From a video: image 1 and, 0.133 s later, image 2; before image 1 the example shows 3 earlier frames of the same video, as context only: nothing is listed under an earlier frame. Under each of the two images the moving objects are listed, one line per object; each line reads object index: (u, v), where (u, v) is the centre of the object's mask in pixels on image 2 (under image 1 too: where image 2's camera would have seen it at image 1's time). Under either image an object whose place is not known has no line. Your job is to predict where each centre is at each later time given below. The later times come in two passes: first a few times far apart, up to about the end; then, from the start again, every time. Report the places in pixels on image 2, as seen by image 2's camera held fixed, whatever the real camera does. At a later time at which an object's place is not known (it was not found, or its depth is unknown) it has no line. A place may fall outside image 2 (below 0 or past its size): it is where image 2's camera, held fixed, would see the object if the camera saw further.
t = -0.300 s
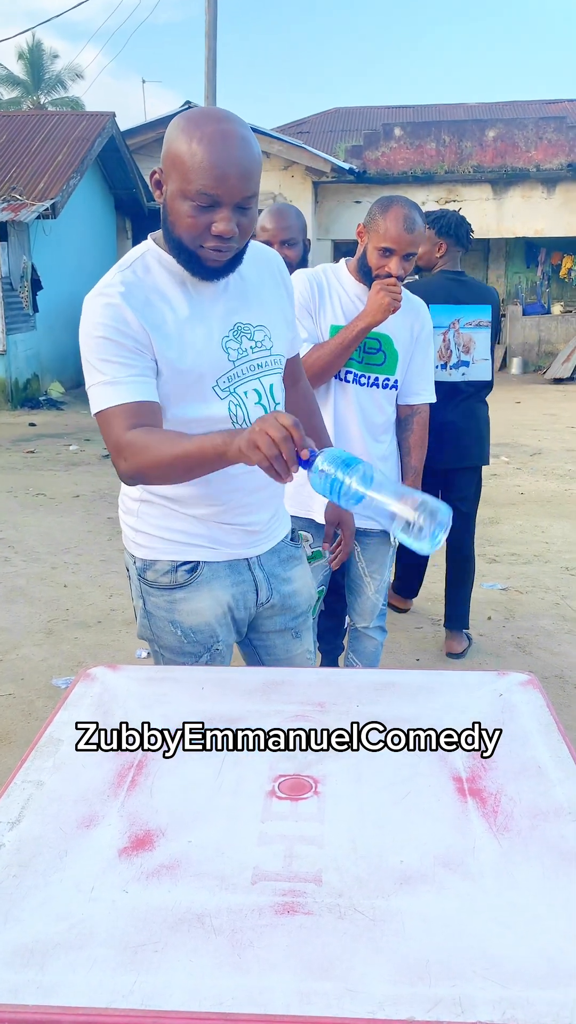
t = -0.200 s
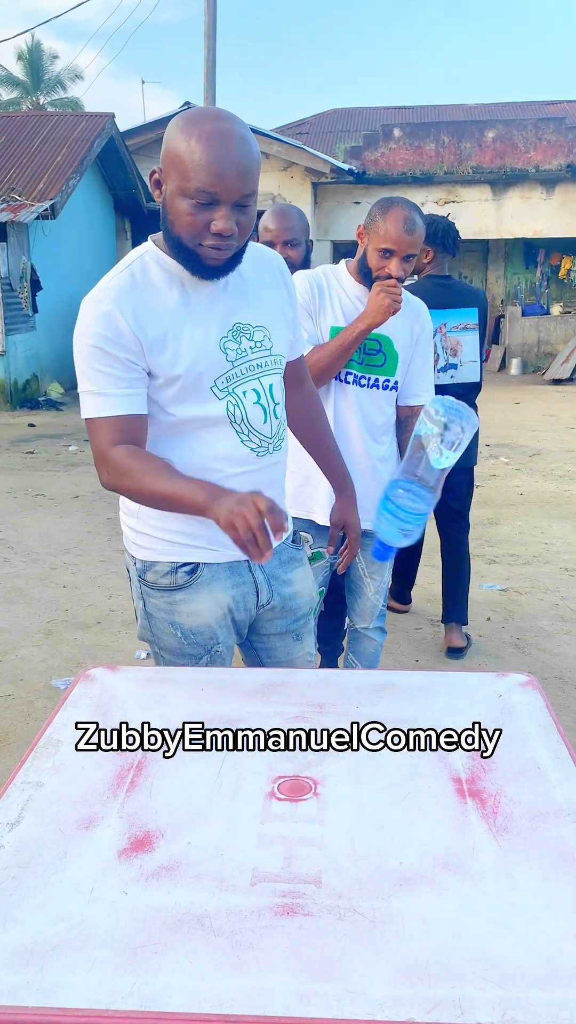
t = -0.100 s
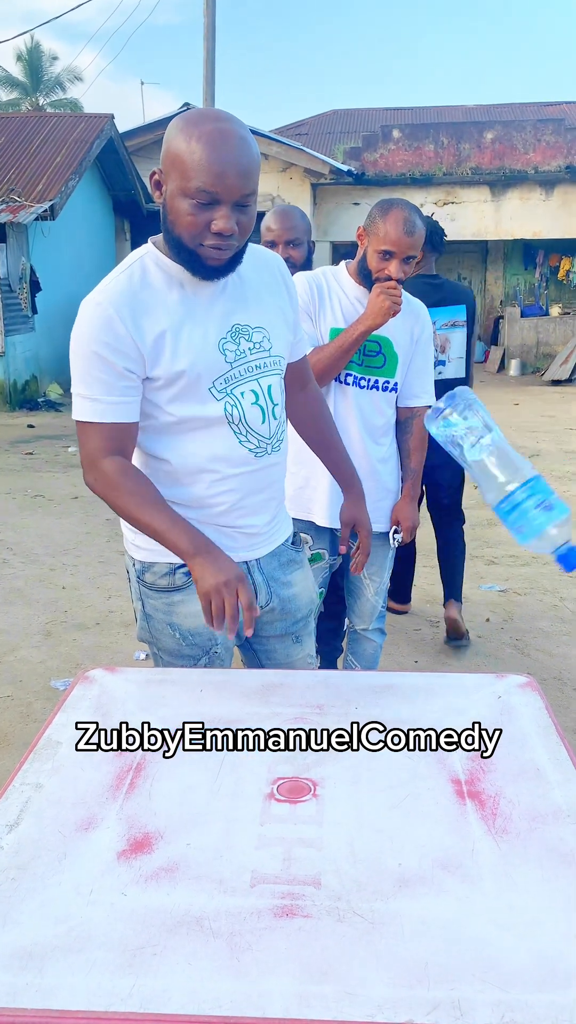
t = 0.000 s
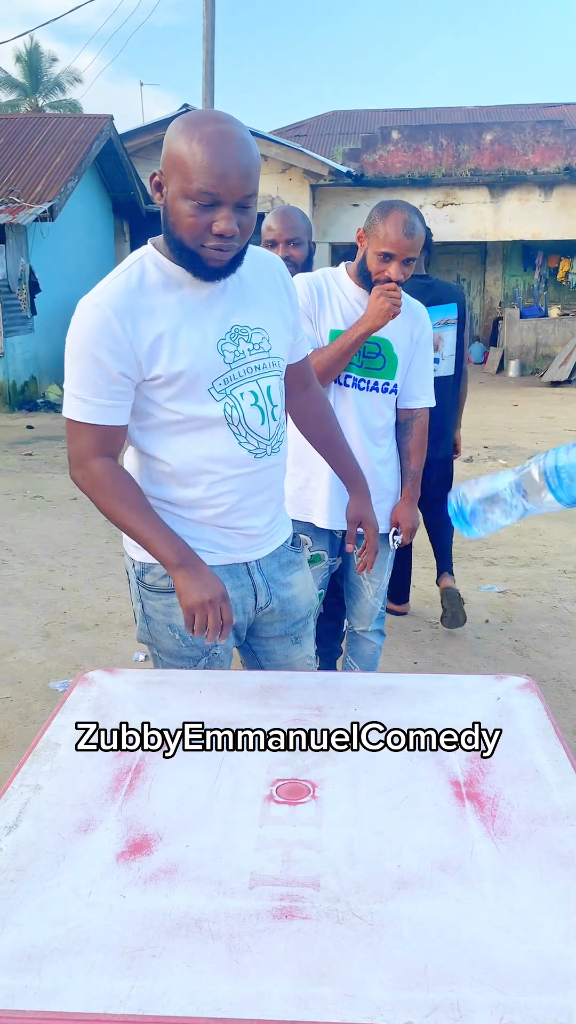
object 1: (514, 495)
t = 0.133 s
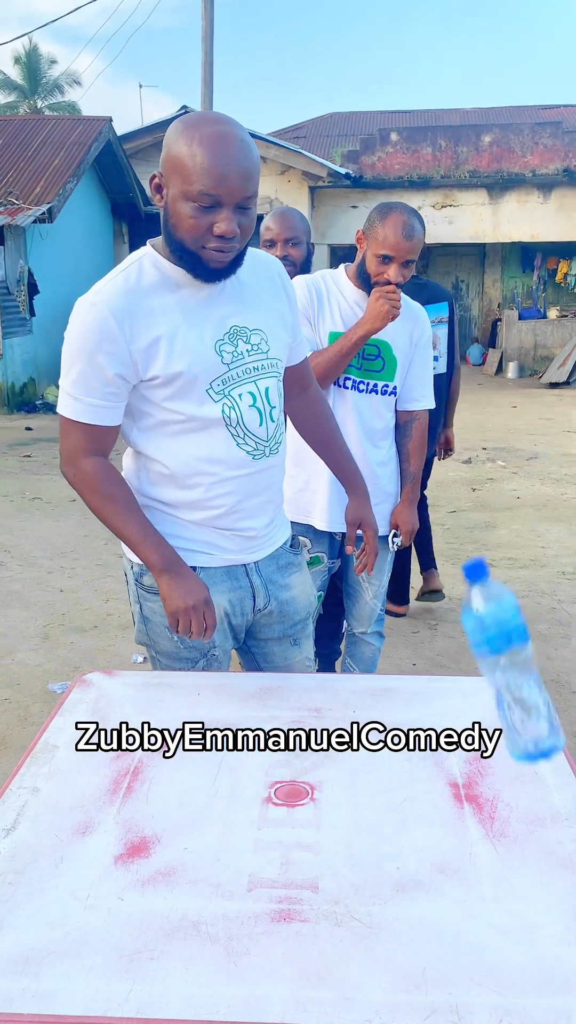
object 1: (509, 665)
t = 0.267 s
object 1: (503, 825)
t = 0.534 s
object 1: (508, 831)
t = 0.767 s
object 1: (507, 835)
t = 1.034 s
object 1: (508, 836)
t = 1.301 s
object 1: (509, 835)
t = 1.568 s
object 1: (507, 836)
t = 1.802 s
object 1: (508, 836)
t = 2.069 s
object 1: (507, 836)
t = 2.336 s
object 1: (507, 836)
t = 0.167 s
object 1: (508, 741)
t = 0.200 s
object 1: (503, 806)
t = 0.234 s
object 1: (497, 828)
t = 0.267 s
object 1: (503, 825)
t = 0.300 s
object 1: (506, 829)
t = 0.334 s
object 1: (507, 830)
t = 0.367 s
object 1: (507, 829)
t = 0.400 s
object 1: (508, 829)
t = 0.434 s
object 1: (507, 830)
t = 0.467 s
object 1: (508, 831)
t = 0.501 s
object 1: (508, 831)
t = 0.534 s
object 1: (508, 831)
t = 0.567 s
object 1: (508, 831)
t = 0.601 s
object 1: (509, 831)
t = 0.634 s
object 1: (509, 832)
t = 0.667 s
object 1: (509, 832)
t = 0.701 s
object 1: (508, 834)
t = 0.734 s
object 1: (507, 835)
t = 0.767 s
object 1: (507, 835)
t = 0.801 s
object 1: (507, 836)
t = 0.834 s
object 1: (507, 836)
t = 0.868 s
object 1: (507, 836)
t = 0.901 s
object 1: (507, 836)
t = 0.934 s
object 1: (506, 837)
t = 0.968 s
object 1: (506, 837)
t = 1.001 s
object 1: (507, 836)
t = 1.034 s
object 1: (508, 836)
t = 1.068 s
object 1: (508, 836)
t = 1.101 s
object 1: (508, 835)
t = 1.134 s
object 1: (509, 835)
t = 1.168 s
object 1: (509, 835)
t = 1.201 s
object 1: (510, 835)
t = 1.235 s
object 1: (510, 834)
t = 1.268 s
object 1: (510, 835)
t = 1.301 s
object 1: (509, 835)
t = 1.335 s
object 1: (508, 835)
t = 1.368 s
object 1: (508, 835)
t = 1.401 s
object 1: (508, 835)
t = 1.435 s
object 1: (508, 836)
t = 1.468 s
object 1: (507, 836)
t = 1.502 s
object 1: (507, 836)
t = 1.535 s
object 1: (507, 836)
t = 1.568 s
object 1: (507, 836)
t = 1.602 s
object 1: (507, 836)
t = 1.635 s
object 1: (507, 836)
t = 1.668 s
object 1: (507, 836)
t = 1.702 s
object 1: (507, 836)
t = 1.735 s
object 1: (508, 836)
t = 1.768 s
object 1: (508, 836)
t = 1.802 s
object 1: (508, 836)
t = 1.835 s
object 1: (507, 836)
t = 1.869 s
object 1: (507, 836)
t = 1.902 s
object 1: (507, 836)
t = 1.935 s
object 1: (507, 836)
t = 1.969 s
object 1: (507, 836)
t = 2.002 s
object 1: (507, 836)
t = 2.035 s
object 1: (507, 836)
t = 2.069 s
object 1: (507, 836)
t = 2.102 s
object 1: (507, 836)
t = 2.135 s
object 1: (507, 836)
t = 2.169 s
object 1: (507, 836)
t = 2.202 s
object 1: (507, 836)
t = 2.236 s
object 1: (507, 836)
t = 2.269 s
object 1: (507, 836)
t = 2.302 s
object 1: (507, 836)
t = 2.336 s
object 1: (507, 836)
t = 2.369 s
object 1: (507, 836)
